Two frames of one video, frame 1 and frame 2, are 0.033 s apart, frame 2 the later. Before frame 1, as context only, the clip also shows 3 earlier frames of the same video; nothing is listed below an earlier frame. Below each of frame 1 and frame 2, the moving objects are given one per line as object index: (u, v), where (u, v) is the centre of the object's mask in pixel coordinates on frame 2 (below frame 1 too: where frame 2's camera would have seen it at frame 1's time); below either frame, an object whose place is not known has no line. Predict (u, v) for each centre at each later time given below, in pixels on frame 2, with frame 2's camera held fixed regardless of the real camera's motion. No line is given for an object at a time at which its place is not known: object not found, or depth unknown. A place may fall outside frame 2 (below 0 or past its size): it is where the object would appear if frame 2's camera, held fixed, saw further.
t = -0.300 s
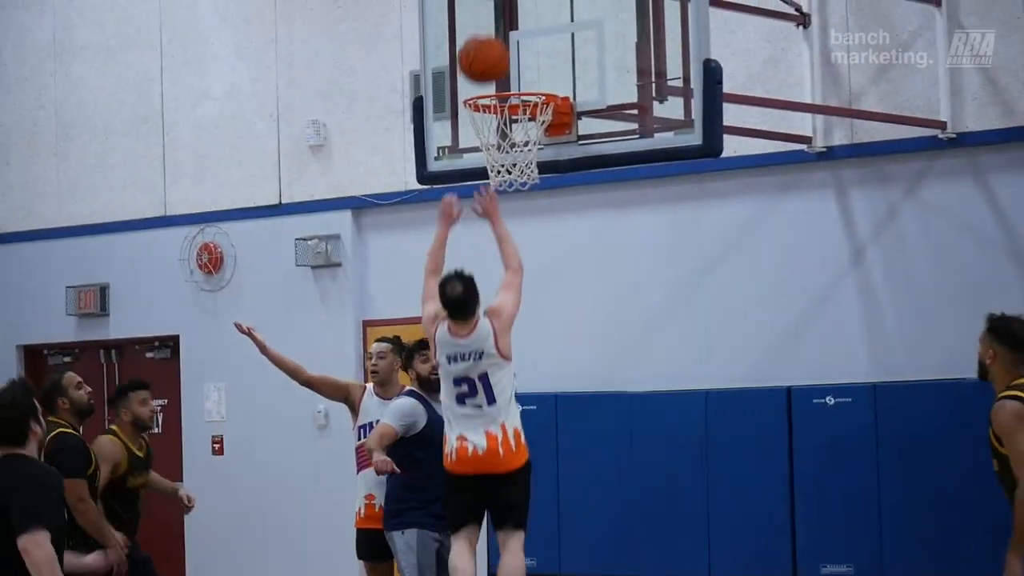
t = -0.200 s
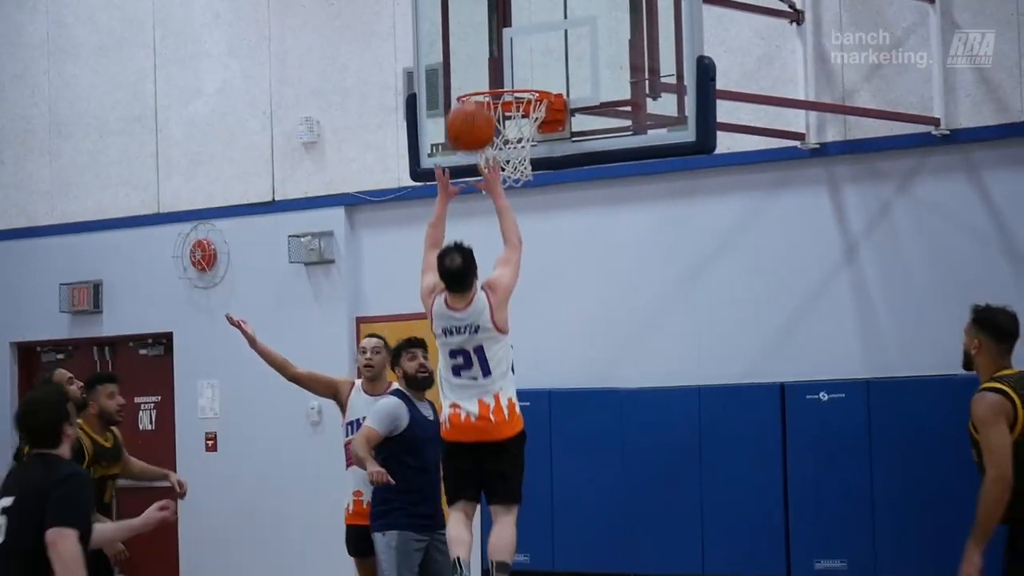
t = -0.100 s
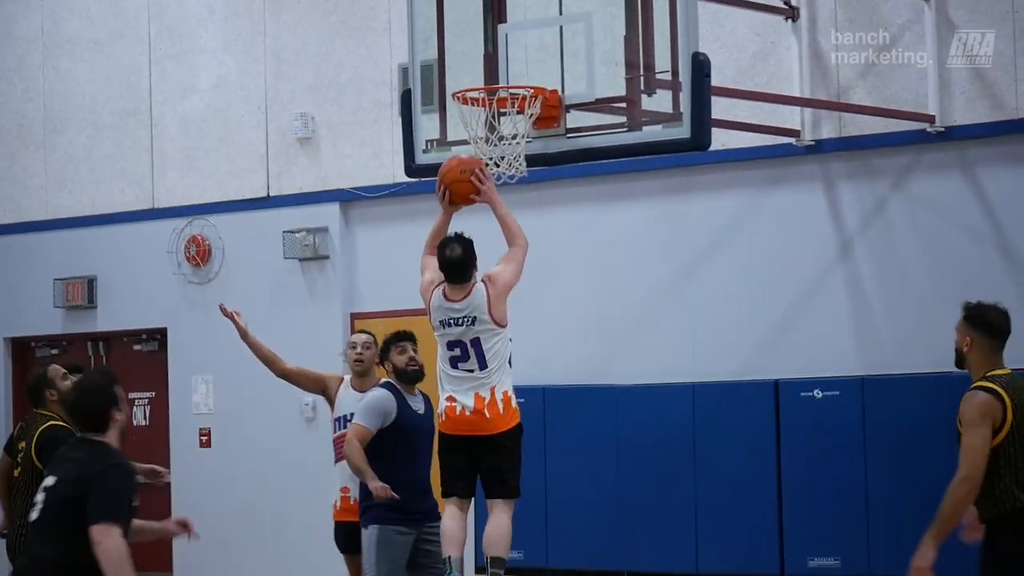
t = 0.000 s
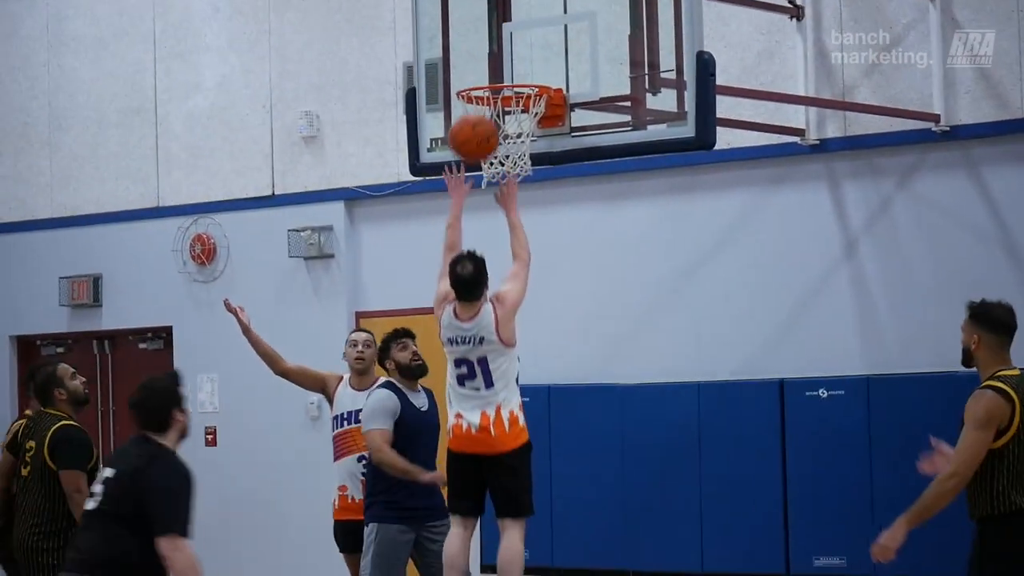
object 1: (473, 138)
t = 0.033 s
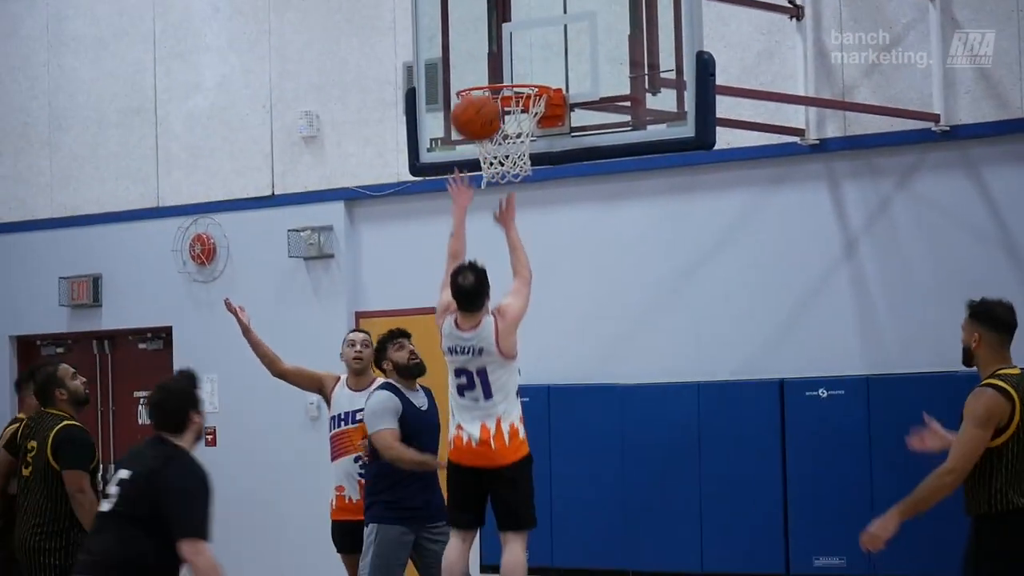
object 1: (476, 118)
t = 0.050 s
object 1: (477, 108)
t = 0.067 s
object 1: (479, 99)
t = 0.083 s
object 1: (480, 90)
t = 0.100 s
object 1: (482, 83)
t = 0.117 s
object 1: (484, 76)
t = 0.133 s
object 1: (486, 70)
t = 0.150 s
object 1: (488, 64)
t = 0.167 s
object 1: (489, 59)
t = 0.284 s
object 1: (499, 38)
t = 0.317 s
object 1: (502, 37)
